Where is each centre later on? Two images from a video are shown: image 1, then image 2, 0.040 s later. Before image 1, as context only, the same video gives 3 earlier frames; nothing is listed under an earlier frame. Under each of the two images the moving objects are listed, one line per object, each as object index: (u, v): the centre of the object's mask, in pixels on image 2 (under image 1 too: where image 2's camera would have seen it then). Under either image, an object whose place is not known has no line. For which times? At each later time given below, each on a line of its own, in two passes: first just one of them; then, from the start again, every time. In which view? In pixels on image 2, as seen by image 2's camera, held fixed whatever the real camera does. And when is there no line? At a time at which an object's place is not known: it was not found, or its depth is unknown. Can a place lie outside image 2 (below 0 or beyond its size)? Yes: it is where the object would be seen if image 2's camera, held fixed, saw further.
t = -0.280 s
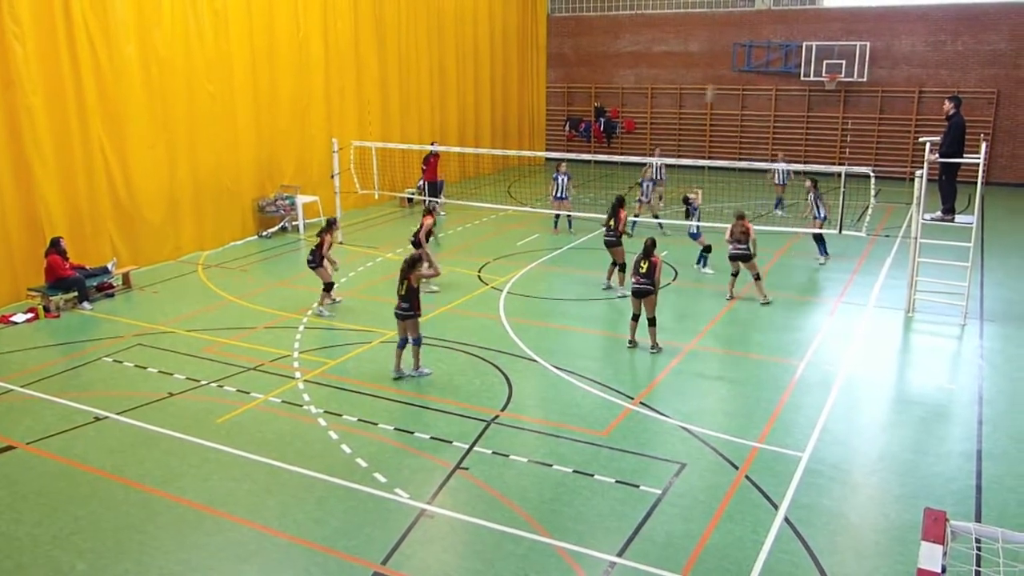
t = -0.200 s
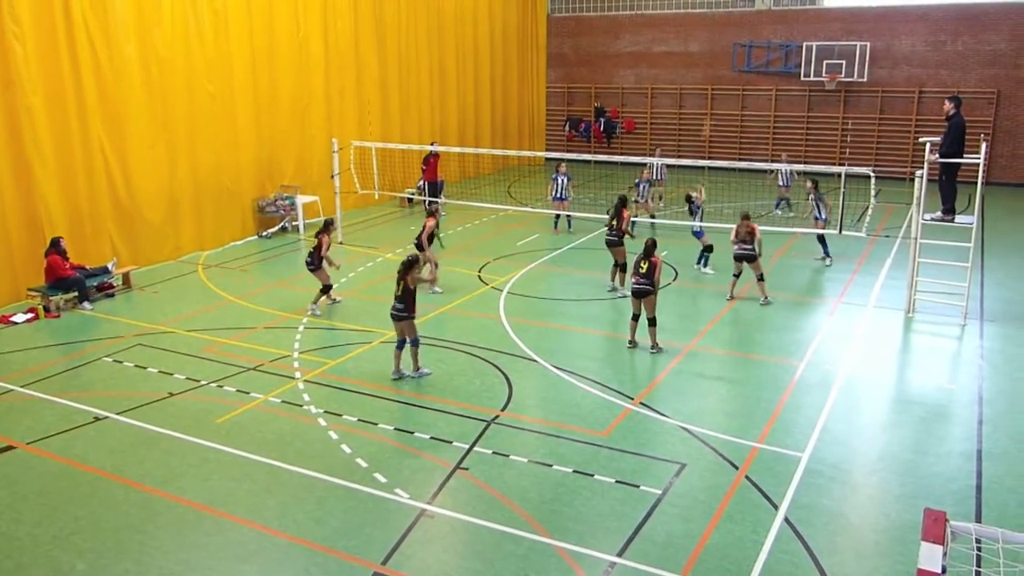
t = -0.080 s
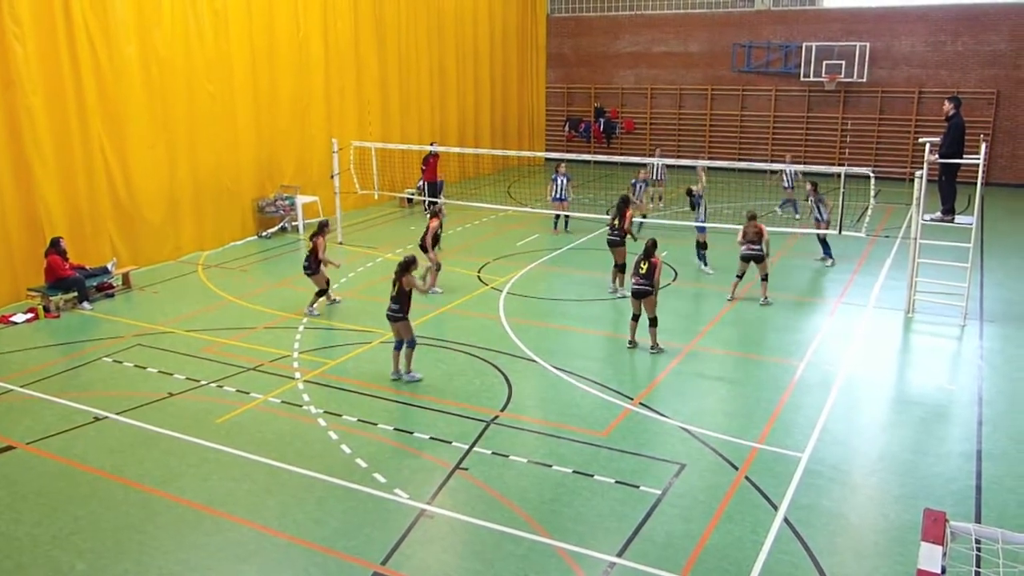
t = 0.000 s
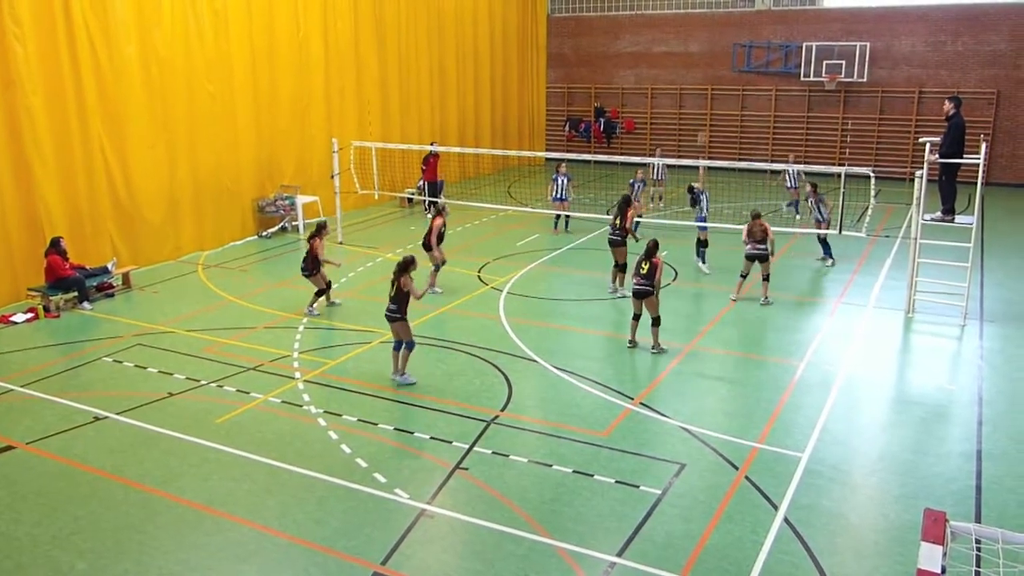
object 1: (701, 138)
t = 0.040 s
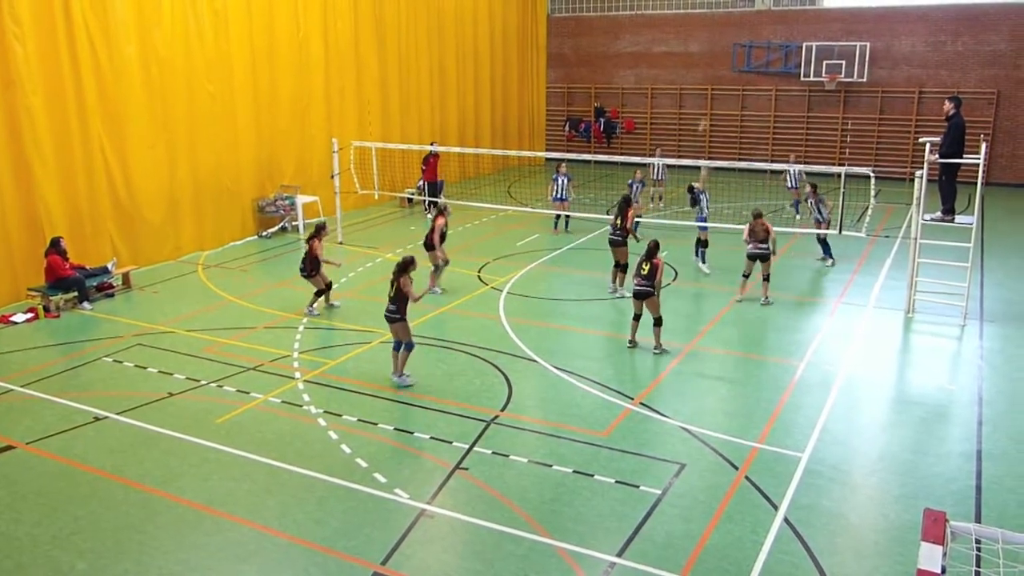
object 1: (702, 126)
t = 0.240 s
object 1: (709, 77)
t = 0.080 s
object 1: (703, 115)
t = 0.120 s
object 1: (704, 103)
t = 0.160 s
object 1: (706, 94)
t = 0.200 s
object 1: (707, 85)
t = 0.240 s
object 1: (709, 77)
